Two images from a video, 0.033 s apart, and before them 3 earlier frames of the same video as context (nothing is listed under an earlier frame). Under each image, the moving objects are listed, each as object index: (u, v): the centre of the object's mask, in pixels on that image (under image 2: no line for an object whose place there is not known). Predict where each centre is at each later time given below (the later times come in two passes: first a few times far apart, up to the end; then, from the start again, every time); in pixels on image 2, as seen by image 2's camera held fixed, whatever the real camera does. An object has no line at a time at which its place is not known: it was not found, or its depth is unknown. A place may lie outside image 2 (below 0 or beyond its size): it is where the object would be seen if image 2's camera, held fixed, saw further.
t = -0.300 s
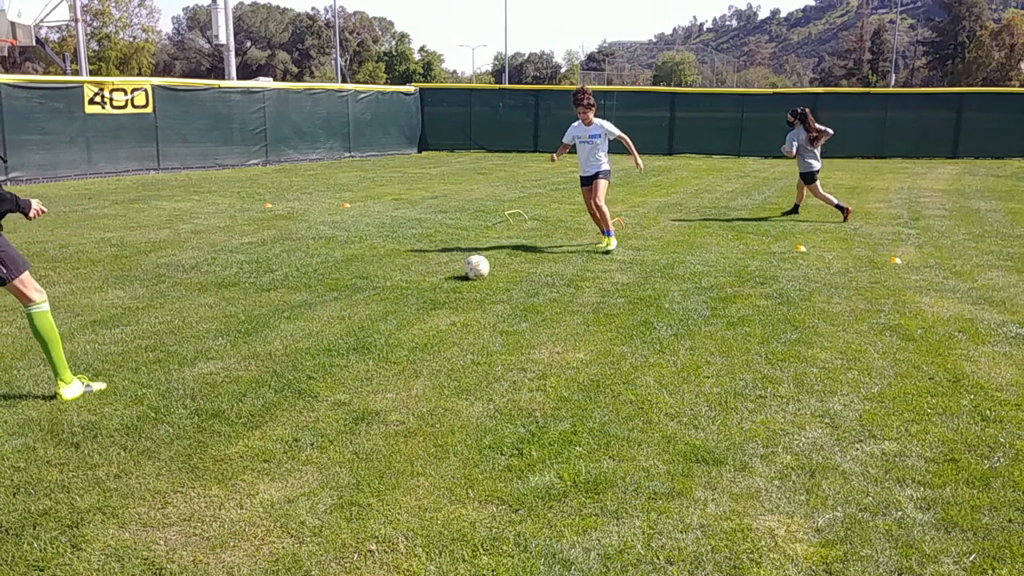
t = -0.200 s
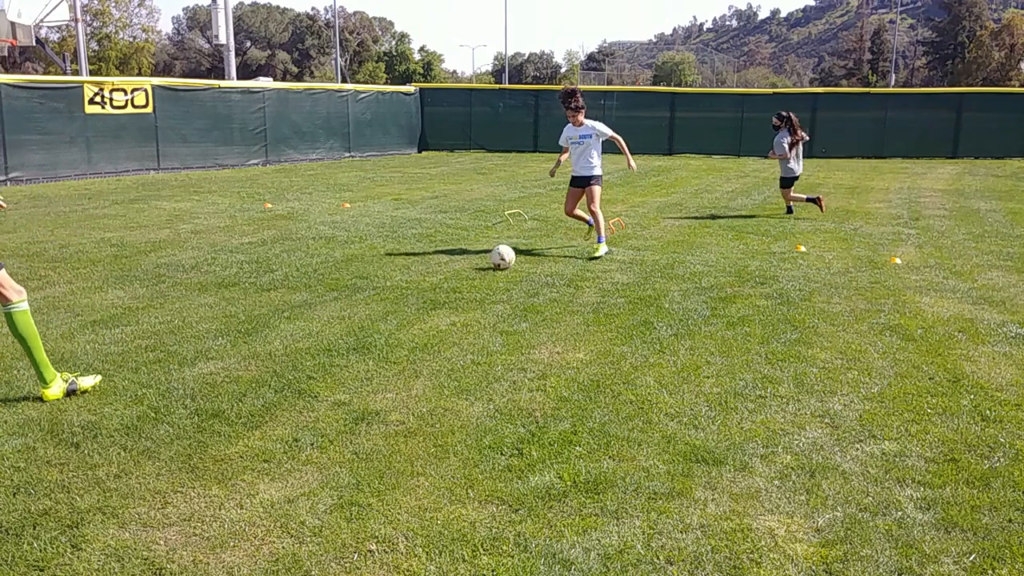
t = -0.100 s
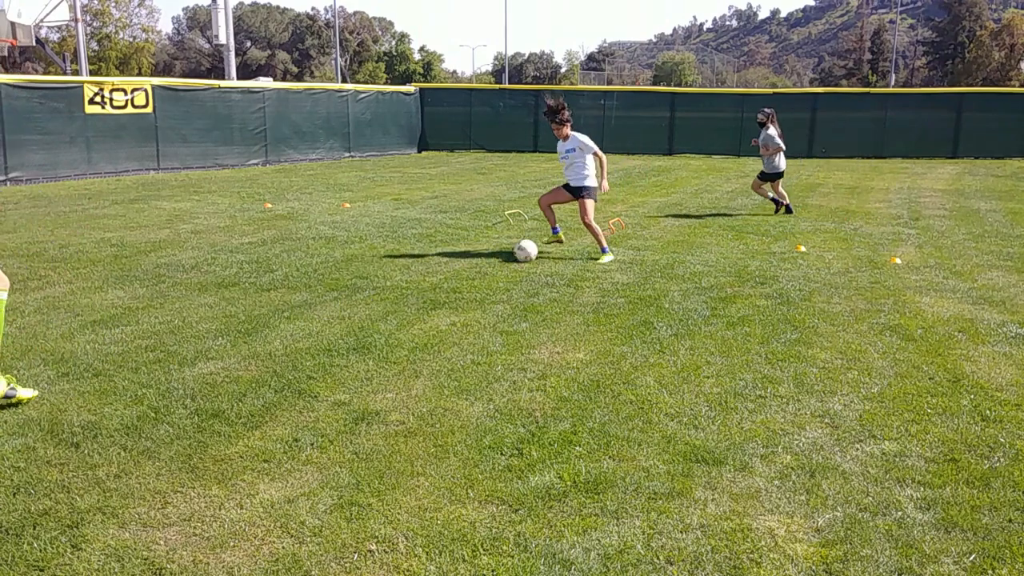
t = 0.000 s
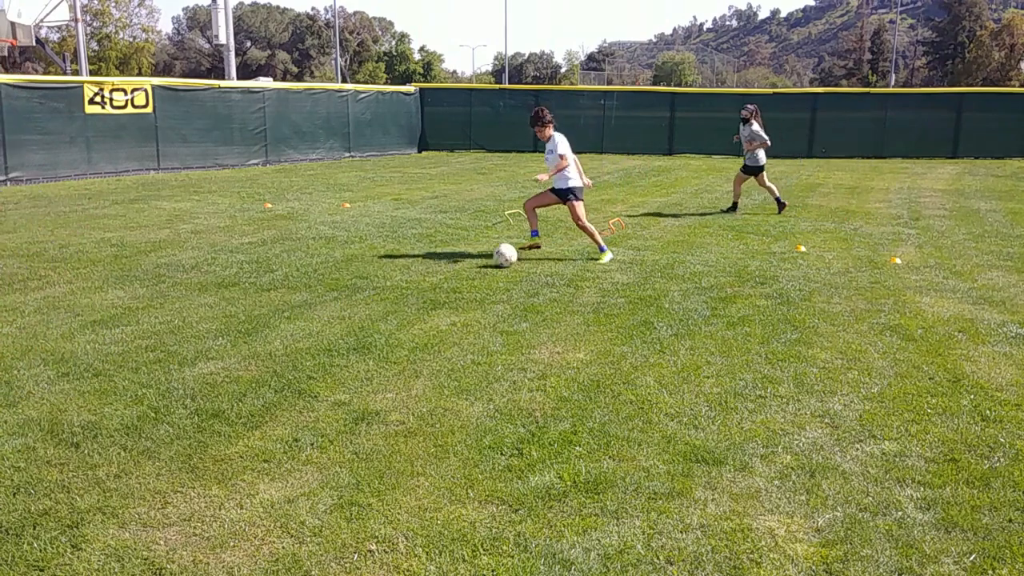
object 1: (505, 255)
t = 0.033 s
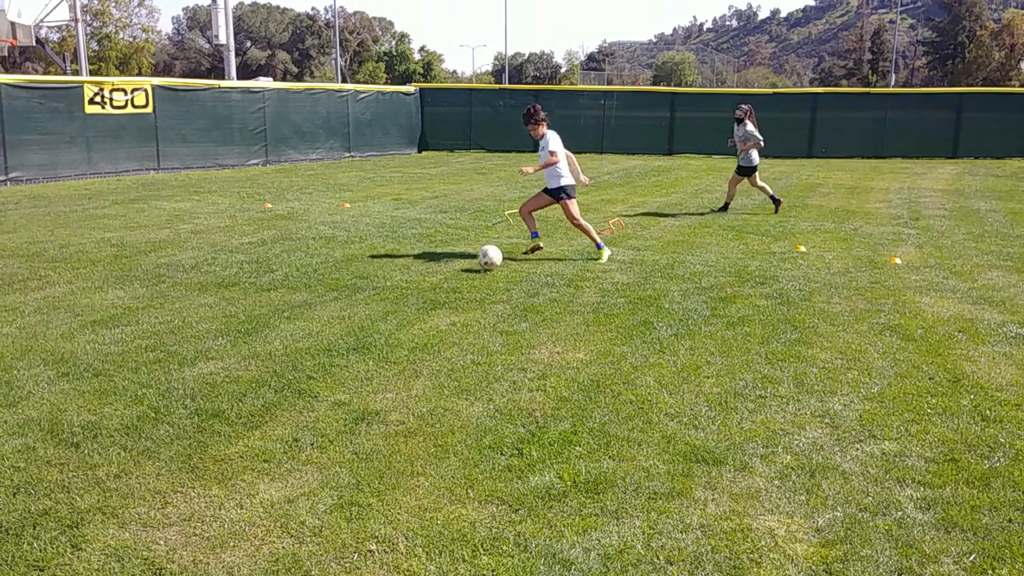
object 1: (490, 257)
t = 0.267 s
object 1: (367, 288)
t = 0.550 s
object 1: (199, 329)
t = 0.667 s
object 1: (116, 355)
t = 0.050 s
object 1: (482, 258)
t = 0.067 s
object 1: (474, 260)
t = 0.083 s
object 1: (465, 262)
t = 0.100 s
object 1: (457, 264)
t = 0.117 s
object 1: (448, 267)
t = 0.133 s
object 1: (439, 270)
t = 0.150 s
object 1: (430, 274)
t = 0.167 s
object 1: (420, 278)
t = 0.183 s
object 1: (410, 282)
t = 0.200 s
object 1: (401, 285)
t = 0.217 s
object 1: (393, 286)
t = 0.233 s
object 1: (385, 287)
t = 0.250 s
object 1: (376, 288)
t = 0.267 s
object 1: (367, 288)
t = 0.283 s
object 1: (359, 291)
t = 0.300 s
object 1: (349, 292)
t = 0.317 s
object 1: (340, 294)
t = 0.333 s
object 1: (330, 297)
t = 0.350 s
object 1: (321, 301)
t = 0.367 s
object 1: (311, 304)
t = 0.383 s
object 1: (300, 308)
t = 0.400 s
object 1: (291, 312)
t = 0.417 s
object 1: (281, 315)
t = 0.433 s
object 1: (271, 317)
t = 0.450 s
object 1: (261, 318)
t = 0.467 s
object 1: (251, 319)
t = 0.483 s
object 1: (241, 320)
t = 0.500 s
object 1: (231, 322)
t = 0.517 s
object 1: (220, 324)
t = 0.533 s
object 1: (209, 327)
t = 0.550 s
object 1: (199, 329)
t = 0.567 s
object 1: (188, 332)
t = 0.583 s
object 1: (176, 337)
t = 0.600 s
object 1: (165, 341)
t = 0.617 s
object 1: (153, 345)
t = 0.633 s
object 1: (141, 350)
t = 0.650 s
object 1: (129, 353)
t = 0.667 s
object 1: (116, 355)
